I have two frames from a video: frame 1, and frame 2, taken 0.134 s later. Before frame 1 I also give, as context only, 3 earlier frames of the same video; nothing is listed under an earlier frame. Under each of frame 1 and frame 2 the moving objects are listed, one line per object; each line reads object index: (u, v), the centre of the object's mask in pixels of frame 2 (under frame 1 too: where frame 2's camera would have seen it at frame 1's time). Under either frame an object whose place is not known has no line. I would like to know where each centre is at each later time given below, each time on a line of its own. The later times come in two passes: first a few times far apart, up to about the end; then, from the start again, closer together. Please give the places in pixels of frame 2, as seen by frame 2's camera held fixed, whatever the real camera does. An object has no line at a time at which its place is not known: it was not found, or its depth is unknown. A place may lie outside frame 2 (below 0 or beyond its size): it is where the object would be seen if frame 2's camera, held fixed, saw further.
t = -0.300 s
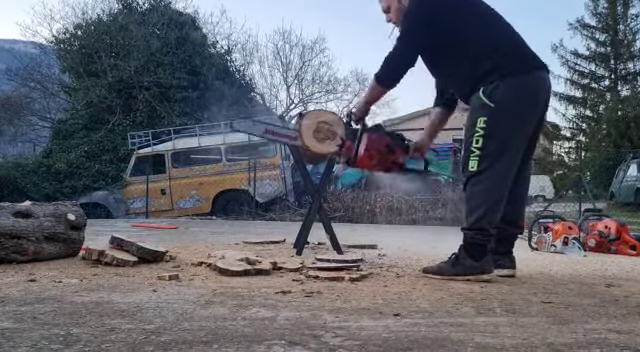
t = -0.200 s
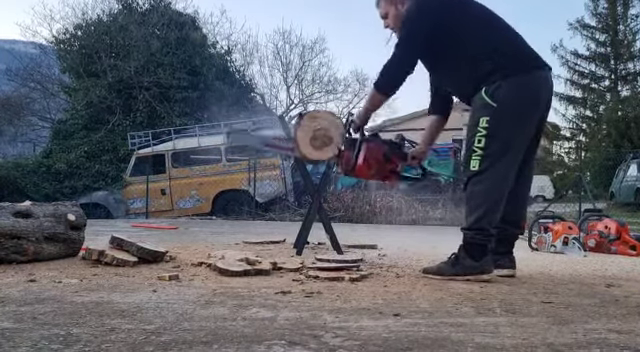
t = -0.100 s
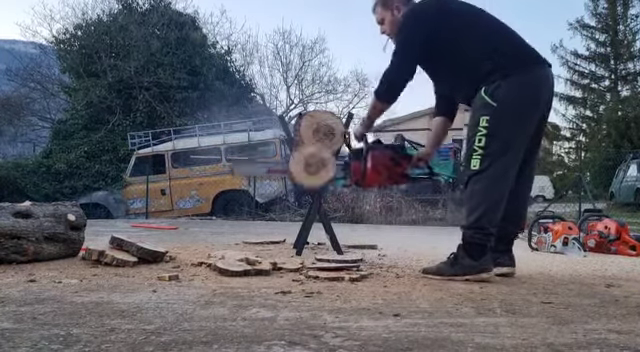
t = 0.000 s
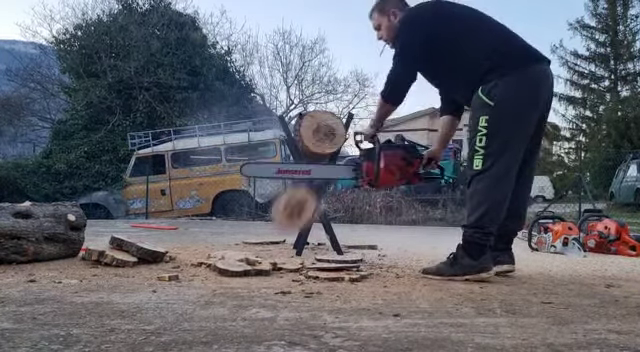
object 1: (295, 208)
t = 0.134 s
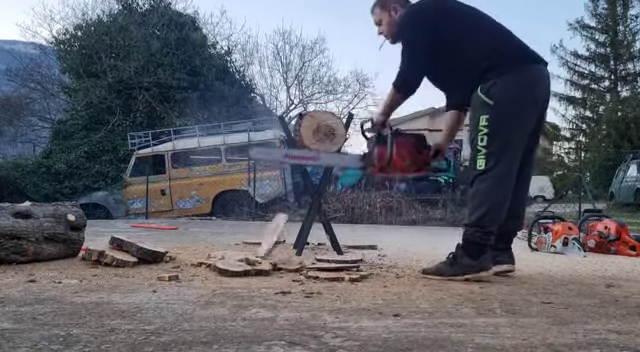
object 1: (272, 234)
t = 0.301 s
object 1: (248, 244)
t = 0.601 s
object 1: (206, 263)
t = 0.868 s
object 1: (229, 270)
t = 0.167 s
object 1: (268, 235)
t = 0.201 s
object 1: (264, 235)
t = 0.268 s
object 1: (254, 243)
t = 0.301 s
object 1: (248, 244)
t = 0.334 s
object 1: (244, 247)
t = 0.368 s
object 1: (240, 247)
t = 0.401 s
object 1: (234, 247)
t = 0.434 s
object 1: (230, 248)
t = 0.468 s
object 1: (224, 252)
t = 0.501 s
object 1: (218, 255)
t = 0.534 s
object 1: (212, 259)
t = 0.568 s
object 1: (209, 262)
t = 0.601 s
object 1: (206, 263)
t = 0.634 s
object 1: (207, 263)
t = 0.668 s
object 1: (209, 262)
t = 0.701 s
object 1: (213, 261)
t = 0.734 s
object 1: (216, 261)
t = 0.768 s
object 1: (220, 262)
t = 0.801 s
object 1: (224, 263)
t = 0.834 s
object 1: (227, 267)
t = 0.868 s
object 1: (229, 270)
